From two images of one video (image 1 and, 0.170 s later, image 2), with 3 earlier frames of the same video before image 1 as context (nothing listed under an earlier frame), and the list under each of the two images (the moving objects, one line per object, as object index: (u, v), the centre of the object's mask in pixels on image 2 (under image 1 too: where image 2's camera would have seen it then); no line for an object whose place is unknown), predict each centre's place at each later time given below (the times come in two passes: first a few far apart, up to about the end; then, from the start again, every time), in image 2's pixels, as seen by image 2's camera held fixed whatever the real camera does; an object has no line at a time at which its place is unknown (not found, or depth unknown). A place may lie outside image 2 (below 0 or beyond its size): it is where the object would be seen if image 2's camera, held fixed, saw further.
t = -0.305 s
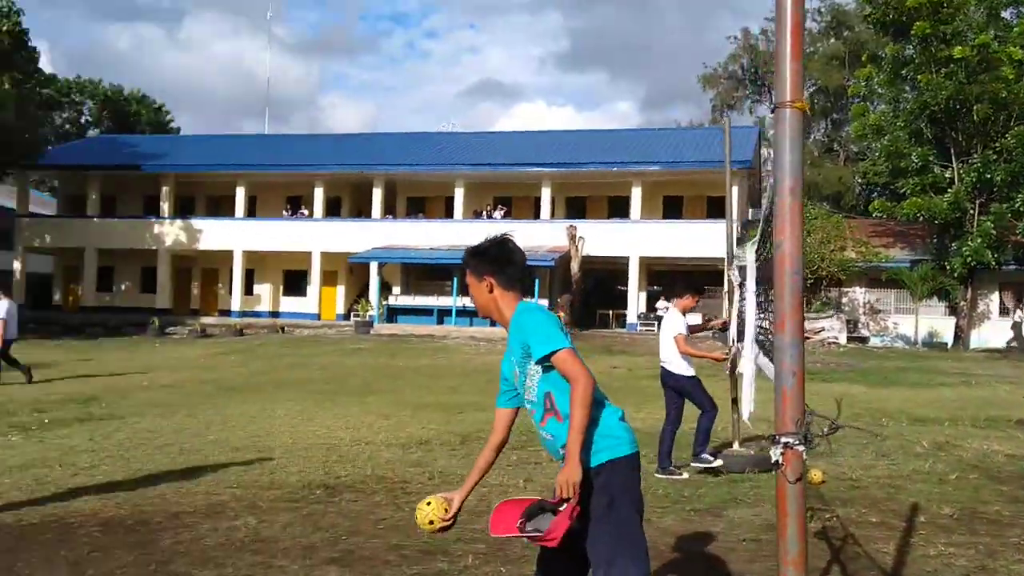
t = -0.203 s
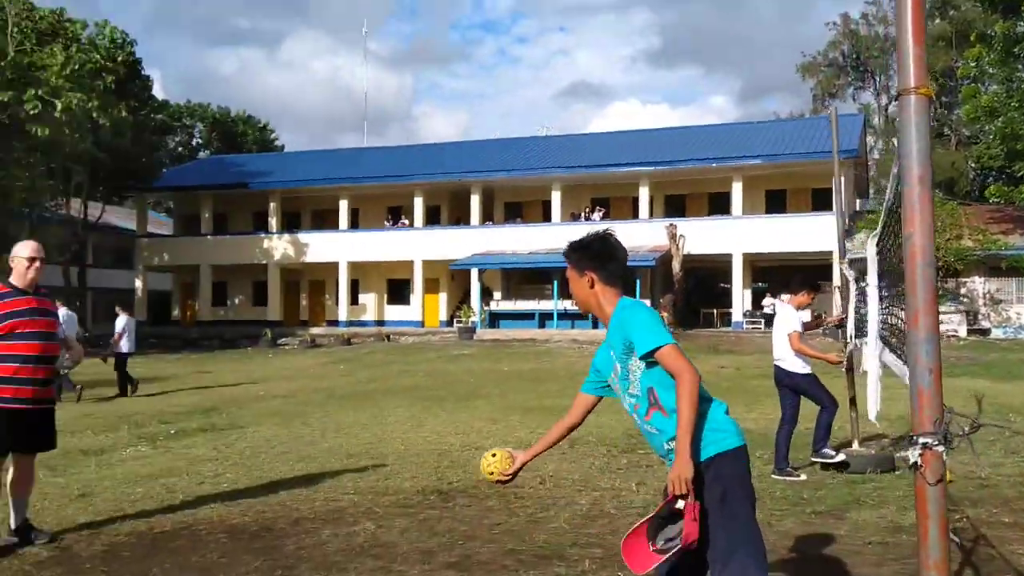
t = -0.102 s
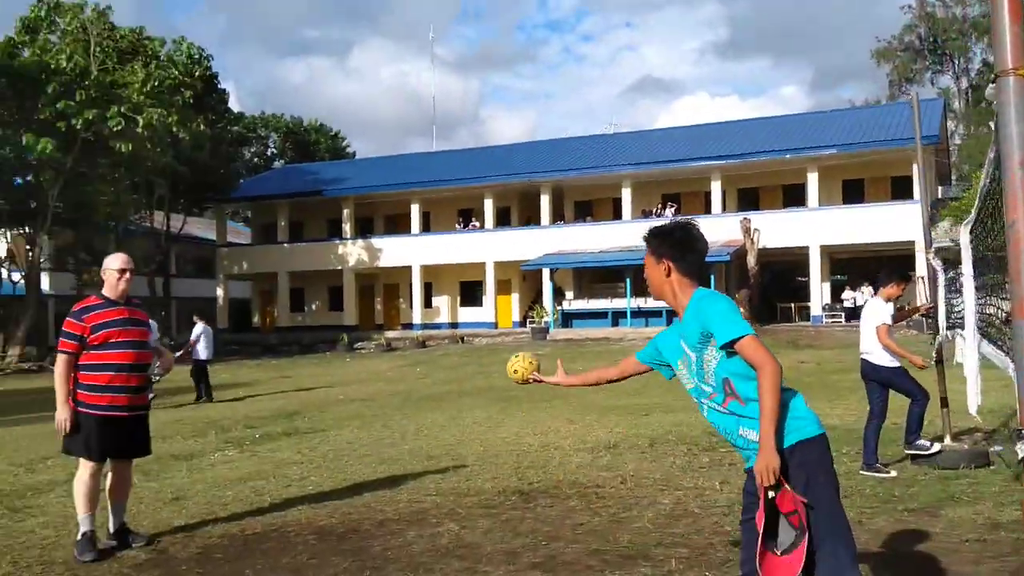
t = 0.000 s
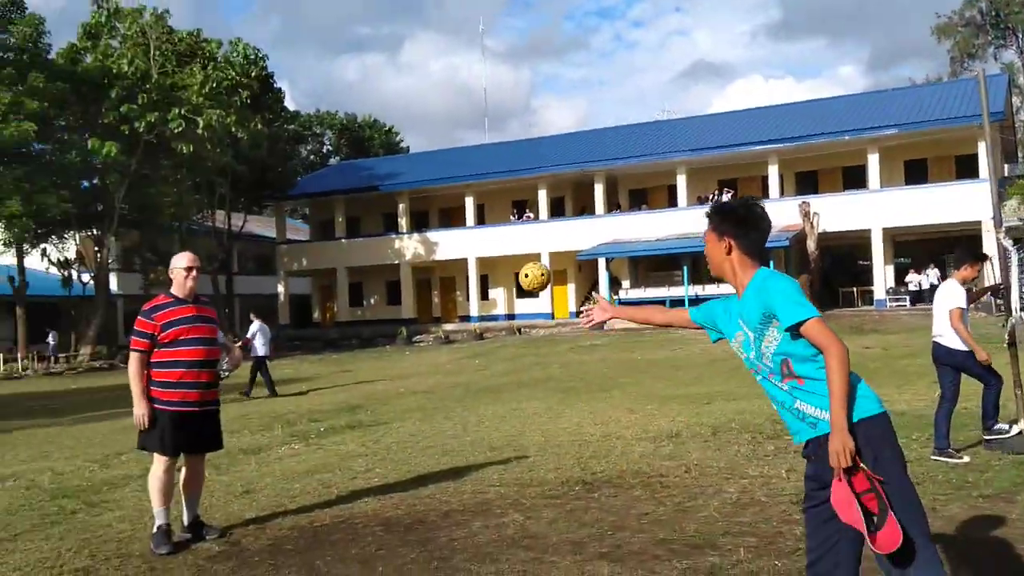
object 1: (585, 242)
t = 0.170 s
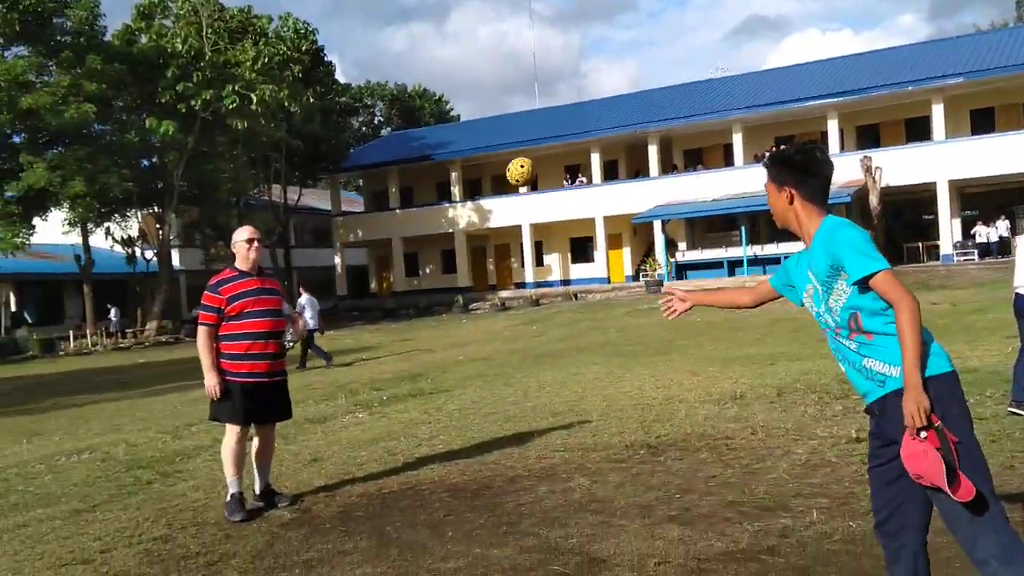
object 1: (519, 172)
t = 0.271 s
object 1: (486, 163)
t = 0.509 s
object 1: (429, 224)
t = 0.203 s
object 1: (508, 166)
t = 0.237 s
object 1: (497, 163)
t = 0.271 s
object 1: (486, 163)
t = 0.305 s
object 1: (477, 165)
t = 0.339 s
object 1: (468, 169)
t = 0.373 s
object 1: (460, 176)
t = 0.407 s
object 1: (452, 186)
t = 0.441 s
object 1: (444, 196)
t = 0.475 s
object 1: (437, 209)
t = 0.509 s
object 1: (429, 224)
